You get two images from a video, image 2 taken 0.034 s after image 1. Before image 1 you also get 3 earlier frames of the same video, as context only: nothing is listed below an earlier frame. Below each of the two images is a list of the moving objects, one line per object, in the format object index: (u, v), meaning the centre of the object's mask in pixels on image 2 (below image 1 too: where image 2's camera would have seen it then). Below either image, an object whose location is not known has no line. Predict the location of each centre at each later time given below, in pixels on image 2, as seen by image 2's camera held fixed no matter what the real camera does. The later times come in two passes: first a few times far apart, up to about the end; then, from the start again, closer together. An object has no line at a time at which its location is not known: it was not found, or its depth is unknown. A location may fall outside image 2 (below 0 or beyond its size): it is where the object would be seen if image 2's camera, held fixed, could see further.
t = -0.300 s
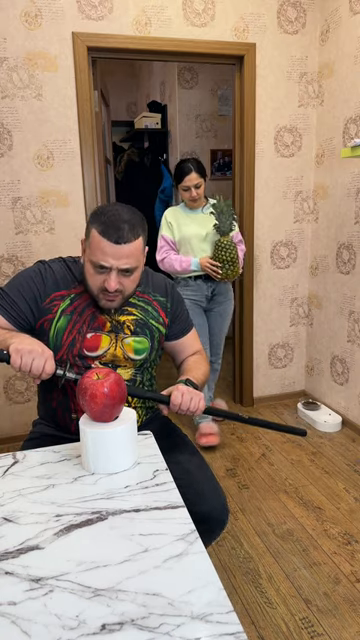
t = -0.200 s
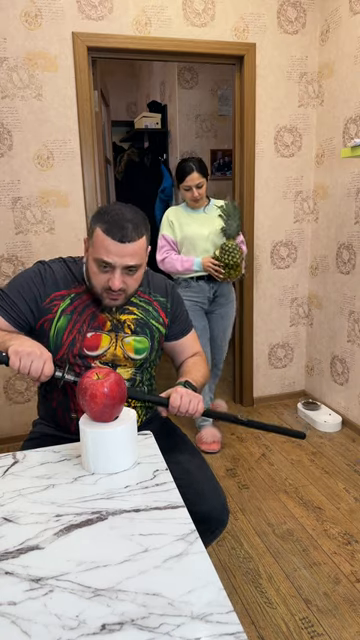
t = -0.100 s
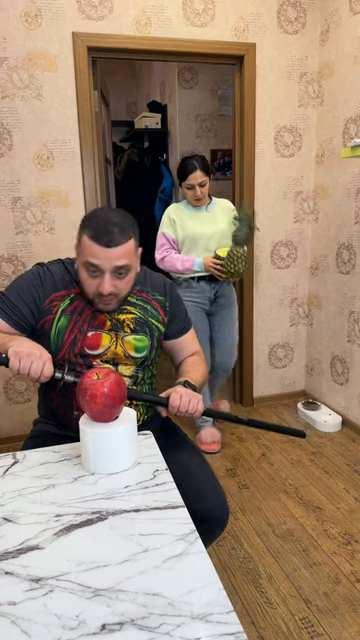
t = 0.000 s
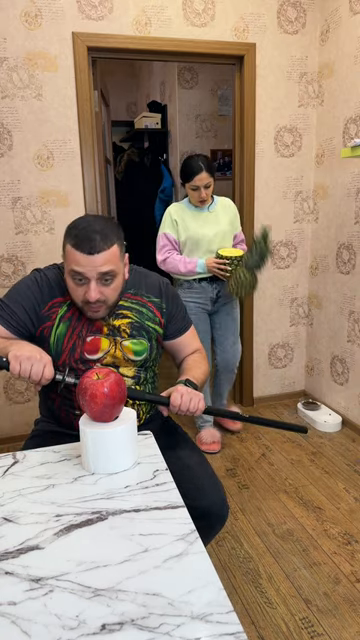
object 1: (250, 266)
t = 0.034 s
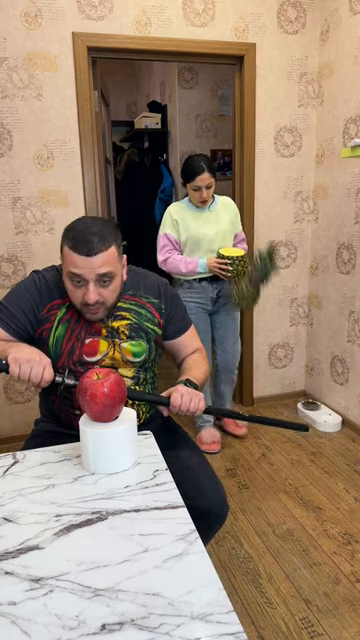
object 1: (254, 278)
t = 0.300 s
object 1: (280, 499)
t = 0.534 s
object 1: (295, 527)
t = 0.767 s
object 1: (309, 580)
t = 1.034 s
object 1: (300, 593)
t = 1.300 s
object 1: (299, 593)
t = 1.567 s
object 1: (304, 591)
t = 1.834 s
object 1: (311, 586)
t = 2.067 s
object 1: (315, 580)
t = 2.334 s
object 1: (313, 584)
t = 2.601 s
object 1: (313, 584)
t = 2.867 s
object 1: (314, 584)
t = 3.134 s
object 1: (314, 584)
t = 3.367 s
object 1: (314, 584)
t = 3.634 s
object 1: (314, 584)
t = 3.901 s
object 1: (314, 584)
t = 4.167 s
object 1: (314, 584)
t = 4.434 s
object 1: (314, 584)
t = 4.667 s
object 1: (314, 584)
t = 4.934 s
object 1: (313, 584)
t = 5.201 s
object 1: (314, 584)
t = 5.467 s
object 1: (313, 584)
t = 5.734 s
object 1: (313, 584)
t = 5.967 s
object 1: (314, 584)
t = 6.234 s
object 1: (314, 584)
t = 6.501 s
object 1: (313, 584)
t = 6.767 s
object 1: (313, 584)
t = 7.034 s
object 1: (314, 584)
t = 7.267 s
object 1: (314, 584)
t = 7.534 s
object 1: (314, 584)
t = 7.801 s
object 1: (313, 584)
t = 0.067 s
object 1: (258, 295)
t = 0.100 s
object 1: (263, 313)
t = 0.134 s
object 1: (265, 337)
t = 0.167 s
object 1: (268, 362)
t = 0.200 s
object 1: (273, 392)
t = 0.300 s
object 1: (280, 499)
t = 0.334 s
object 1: (282, 505)
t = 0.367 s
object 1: (286, 506)
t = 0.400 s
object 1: (287, 503)
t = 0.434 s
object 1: (289, 505)
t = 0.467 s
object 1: (291, 509)
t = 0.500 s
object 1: (292, 518)
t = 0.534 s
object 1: (295, 527)
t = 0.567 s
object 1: (298, 540)
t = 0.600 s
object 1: (300, 548)
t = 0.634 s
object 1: (300, 556)
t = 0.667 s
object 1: (304, 564)
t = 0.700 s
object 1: (306, 569)
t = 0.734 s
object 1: (308, 576)
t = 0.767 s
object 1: (309, 580)
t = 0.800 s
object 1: (308, 583)
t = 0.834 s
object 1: (308, 586)
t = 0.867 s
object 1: (307, 587)
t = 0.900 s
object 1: (305, 589)
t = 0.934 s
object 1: (304, 591)
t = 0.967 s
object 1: (303, 591)
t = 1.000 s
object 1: (302, 592)
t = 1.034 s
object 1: (300, 593)
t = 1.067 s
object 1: (300, 593)
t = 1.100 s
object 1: (299, 593)
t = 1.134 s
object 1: (299, 594)
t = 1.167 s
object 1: (299, 593)
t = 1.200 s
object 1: (299, 593)
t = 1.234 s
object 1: (299, 593)
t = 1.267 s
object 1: (299, 593)
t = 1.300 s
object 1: (299, 593)
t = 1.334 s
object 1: (300, 593)
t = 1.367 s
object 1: (300, 593)
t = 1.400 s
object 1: (300, 593)
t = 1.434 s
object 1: (301, 592)
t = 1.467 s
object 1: (302, 591)
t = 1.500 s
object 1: (303, 591)
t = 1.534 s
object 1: (303, 591)
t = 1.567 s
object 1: (304, 591)
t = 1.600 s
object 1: (305, 590)
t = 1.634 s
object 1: (305, 590)
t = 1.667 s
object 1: (305, 588)
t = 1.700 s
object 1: (306, 588)
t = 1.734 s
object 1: (308, 589)
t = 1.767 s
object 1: (310, 588)
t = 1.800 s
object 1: (310, 587)
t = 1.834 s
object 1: (311, 586)
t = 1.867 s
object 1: (312, 585)
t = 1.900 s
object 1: (313, 584)
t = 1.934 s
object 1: (314, 583)
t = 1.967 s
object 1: (315, 582)
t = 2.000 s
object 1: (316, 582)
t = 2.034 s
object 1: (316, 581)
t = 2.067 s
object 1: (315, 580)
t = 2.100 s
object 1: (316, 581)
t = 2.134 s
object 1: (317, 582)
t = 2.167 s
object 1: (316, 583)
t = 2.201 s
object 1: (315, 583)
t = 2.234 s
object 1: (315, 584)
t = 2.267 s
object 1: (314, 584)
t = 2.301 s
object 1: (313, 584)
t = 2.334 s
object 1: (313, 584)
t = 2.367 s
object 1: (313, 584)
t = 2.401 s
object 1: (313, 584)
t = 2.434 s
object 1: (313, 584)
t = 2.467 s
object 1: (313, 584)
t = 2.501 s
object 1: (313, 584)
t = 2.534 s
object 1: (313, 584)
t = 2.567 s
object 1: (313, 584)
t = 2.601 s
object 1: (313, 584)
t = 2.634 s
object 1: (313, 584)
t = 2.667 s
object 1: (314, 584)
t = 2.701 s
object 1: (313, 584)
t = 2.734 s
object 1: (313, 584)
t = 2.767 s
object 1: (313, 584)
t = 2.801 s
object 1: (314, 584)
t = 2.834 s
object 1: (314, 584)
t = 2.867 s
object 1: (314, 584)
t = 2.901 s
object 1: (314, 584)
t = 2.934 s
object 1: (314, 584)
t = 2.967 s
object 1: (314, 584)
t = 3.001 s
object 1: (314, 584)
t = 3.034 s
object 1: (314, 584)
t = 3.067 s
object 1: (314, 584)
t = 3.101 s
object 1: (314, 584)
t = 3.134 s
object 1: (314, 584)
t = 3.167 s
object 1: (313, 584)
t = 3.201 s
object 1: (314, 584)
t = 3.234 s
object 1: (314, 584)
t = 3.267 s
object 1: (314, 584)
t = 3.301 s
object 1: (314, 584)
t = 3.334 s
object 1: (313, 584)
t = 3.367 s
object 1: (314, 584)
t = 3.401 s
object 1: (314, 584)
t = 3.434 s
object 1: (314, 584)
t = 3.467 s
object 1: (314, 584)
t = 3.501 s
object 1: (313, 584)
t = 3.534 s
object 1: (313, 584)
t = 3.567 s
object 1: (313, 584)
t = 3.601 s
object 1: (314, 584)
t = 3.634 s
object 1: (314, 584)
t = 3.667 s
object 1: (314, 584)
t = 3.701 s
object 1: (314, 584)
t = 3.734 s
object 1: (314, 584)
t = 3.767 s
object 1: (314, 584)
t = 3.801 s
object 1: (314, 584)
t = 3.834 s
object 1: (314, 584)
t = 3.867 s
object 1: (314, 584)
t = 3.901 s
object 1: (314, 584)
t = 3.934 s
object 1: (314, 584)
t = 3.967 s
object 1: (314, 584)
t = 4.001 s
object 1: (314, 584)
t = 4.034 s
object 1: (314, 584)
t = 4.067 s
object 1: (314, 584)
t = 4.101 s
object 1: (314, 584)
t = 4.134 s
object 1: (314, 584)
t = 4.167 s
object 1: (314, 584)
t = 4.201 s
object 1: (314, 584)
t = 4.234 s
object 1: (314, 584)
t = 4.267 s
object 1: (314, 584)
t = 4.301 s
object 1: (314, 584)
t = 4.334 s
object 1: (314, 584)
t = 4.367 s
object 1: (314, 584)
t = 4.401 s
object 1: (314, 584)
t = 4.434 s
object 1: (314, 584)
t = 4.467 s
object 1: (314, 584)
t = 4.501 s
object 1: (314, 584)
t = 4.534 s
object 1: (314, 584)
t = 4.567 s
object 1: (314, 584)
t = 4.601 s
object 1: (314, 584)
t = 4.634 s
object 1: (314, 584)
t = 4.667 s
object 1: (314, 584)
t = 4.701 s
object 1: (314, 584)
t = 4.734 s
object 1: (314, 584)
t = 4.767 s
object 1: (314, 584)
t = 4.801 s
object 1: (314, 584)
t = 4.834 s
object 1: (314, 584)
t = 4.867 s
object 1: (314, 584)
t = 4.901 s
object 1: (314, 584)
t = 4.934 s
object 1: (313, 584)
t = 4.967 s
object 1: (314, 584)
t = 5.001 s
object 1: (313, 584)
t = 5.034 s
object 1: (314, 584)
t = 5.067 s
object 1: (313, 584)
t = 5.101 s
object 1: (313, 584)
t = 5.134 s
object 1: (313, 584)
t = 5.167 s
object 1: (313, 584)
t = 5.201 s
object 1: (314, 584)
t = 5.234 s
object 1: (313, 584)
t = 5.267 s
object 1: (313, 584)
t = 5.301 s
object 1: (313, 584)
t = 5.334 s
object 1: (314, 584)
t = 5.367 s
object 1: (313, 584)
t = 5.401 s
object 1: (313, 584)
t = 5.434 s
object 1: (313, 584)
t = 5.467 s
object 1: (313, 584)
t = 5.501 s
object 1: (313, 584)
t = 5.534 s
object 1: (314, 584)
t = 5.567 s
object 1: (313, 584)
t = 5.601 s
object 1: (313, 584)
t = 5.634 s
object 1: (313, 584)
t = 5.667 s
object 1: (313, 584)
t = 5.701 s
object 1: (313, 584)
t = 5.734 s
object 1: (313, 584)
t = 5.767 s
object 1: (313, 584)
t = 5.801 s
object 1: (313, 584)
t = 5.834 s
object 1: (314, 584)
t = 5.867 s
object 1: (313, 584)
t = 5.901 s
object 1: (313, 584)
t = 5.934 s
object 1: (313, 584)
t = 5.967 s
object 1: (314, 584)
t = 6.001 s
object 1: (313, 584)
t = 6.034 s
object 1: (313, 584)
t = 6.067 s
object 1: (313, 584)
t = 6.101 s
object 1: (313, 584)
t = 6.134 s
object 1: (313, 584)
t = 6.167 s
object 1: (313, 584)
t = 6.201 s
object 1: (313, 584)
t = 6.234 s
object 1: (314, 584)
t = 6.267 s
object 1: (314, 584)
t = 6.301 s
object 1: (313, 584)
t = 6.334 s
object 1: (314, 584)
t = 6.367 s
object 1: (313, 584)
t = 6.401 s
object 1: (314, 584)
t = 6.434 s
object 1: (313, 584)
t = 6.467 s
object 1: (314, 584)
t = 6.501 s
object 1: (313, 584)
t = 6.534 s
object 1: (313, 584)
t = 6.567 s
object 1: (313, 584)
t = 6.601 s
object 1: (313, 584)
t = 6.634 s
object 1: (313, 584)
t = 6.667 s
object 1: (314, 584)
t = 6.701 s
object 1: (313, 584)
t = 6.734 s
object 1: (313, 584)
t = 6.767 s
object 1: (313, 584)
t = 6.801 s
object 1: (314, 584)
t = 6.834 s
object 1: (314, 584)
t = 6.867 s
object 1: (314, 584)
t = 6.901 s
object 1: (313, 584)
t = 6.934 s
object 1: (314, 584)
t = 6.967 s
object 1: (314, 584)
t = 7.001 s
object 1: (314, 584)
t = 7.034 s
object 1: (314, 584)
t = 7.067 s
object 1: (314, 584)
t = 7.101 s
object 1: (314, 584)
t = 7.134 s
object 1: (314, 584)
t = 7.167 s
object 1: (314, 584)
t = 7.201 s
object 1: (314, 584)
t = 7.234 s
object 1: (314, 584)
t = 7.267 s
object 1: (314, 584)
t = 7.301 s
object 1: (314, 584)
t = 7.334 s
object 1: (314, 584)
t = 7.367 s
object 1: (314, 584)
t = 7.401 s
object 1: (314, 584)
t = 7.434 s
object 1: (314, 584)
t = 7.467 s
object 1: (314, 584)
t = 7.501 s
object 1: (314, 584)
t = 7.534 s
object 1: (314, 584)
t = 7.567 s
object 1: (314, 584)
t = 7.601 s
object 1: (314, 584)
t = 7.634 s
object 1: (313, 584)
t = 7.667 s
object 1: (314, 584)
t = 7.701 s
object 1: (313, 584)
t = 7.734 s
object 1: (313, 584)
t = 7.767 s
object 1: (313, 584)
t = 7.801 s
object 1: (313, 584)
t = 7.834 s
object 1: (313, 584)
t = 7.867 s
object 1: (313, 584)
